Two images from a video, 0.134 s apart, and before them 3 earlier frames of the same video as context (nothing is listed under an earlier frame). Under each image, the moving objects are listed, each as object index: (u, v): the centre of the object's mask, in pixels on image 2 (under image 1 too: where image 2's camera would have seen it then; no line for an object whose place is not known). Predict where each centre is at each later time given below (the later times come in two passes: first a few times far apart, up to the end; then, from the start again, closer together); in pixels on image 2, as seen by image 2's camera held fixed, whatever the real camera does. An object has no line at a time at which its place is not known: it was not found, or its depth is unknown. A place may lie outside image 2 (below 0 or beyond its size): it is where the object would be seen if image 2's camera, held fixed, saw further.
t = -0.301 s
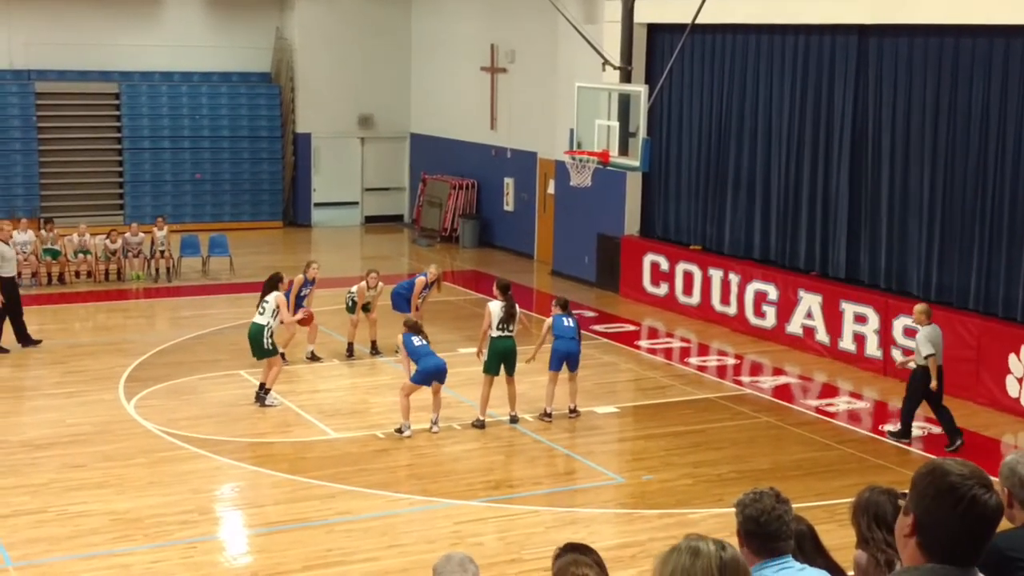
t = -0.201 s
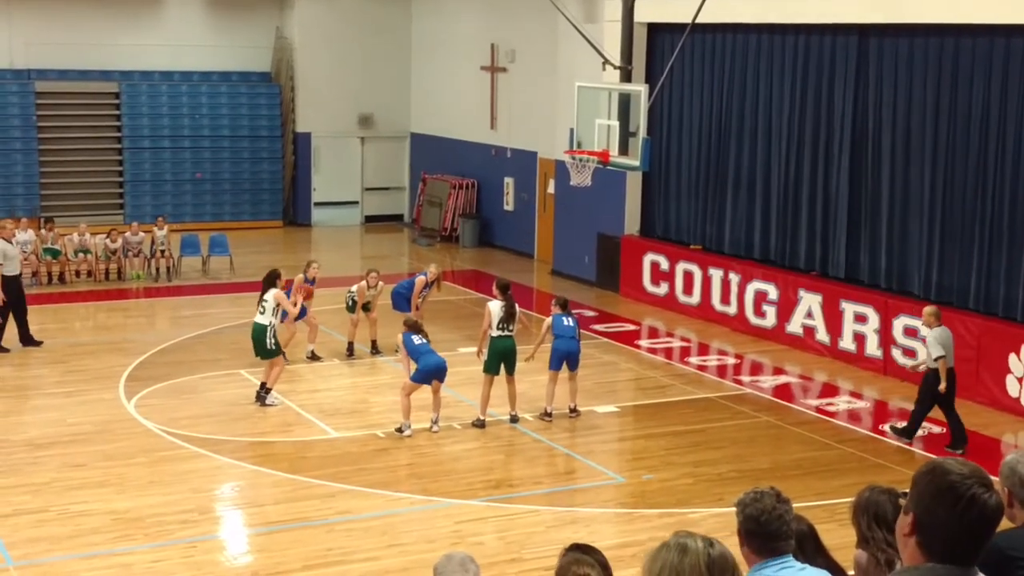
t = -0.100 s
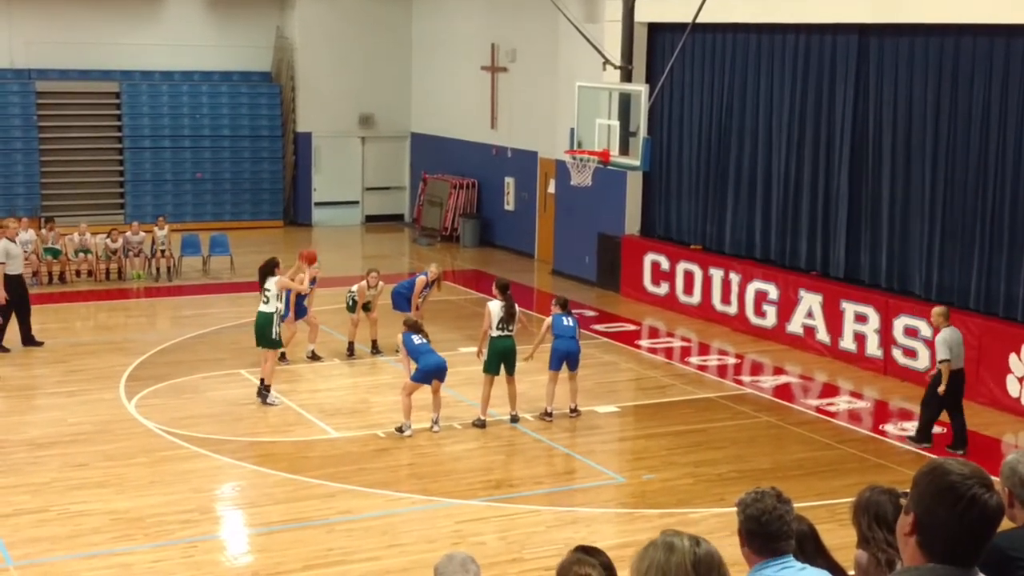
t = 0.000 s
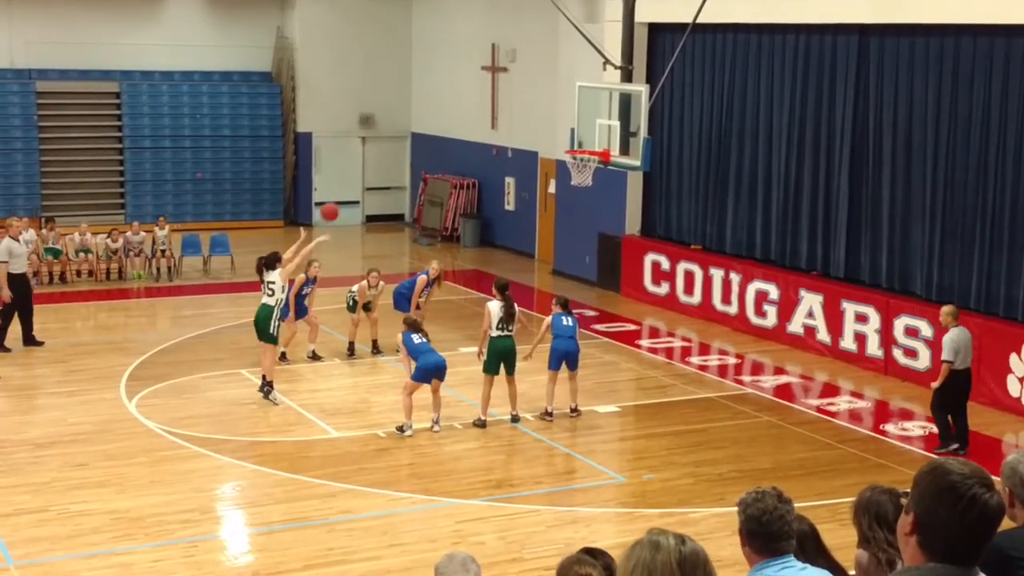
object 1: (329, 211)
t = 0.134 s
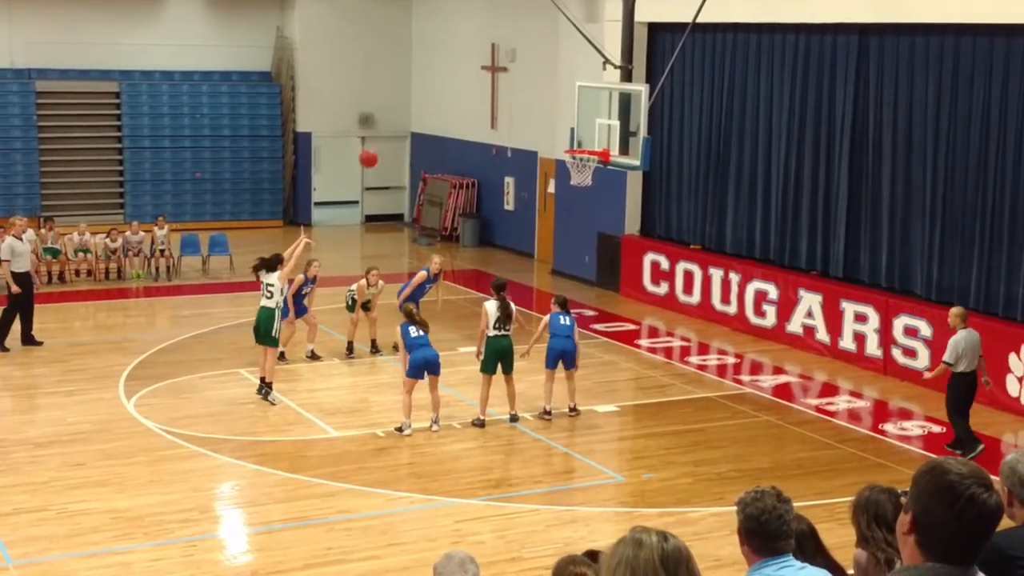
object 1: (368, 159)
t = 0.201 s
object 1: (387, 137)
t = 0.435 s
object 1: (453, 91)
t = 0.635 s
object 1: (506, 85)
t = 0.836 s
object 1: (556, 108)
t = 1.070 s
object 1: (578, 129)
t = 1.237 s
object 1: (541, 104)
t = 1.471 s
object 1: (486, 104)
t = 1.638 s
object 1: (446, 129)
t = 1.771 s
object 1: (414, 163)
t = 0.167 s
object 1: (378, 147)
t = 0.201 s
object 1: (387, 137)
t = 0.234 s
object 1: (397, 128)
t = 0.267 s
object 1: (407, 120)
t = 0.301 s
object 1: (416, 112)
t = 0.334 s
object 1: (425, 105)
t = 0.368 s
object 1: (435, 100)
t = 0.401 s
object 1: (444, 95)
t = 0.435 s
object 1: (453, 91)
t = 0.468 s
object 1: (462, 87)
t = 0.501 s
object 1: (471, 85)
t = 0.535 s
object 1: (480, 84)
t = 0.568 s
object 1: (489, 84)
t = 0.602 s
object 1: (498, 83)
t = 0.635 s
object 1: (506, 85)
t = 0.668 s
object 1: (515, 87)
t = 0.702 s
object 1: (524, 89)
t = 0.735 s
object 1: (532, 93)
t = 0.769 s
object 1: (540, 97)
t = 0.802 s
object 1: (548, 102)
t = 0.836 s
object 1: (556, 108)
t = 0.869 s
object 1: (565, 114)
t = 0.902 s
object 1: (572, 121)
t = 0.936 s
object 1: (580, 130)
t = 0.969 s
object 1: (588, 139)
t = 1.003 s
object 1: (592, 144)
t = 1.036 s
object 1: (585, 137)
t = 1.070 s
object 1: (578, 129)
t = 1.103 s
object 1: (570, 122)
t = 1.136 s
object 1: (563, 117)
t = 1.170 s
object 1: (556, 112)
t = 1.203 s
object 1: (548, 107)
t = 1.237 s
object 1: (541, 104)
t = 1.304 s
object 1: (525, 100)
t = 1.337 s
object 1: (517, 99)
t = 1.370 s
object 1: (510, 99)
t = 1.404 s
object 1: (502, 100)
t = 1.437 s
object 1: (494, 102)
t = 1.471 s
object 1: (486, 104)
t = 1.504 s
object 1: (478, 107)
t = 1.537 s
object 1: (470, 112)
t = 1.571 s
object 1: (462, 116)
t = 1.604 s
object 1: (454, 122)
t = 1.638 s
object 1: (446, 129)
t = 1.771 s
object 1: (414, 163)
